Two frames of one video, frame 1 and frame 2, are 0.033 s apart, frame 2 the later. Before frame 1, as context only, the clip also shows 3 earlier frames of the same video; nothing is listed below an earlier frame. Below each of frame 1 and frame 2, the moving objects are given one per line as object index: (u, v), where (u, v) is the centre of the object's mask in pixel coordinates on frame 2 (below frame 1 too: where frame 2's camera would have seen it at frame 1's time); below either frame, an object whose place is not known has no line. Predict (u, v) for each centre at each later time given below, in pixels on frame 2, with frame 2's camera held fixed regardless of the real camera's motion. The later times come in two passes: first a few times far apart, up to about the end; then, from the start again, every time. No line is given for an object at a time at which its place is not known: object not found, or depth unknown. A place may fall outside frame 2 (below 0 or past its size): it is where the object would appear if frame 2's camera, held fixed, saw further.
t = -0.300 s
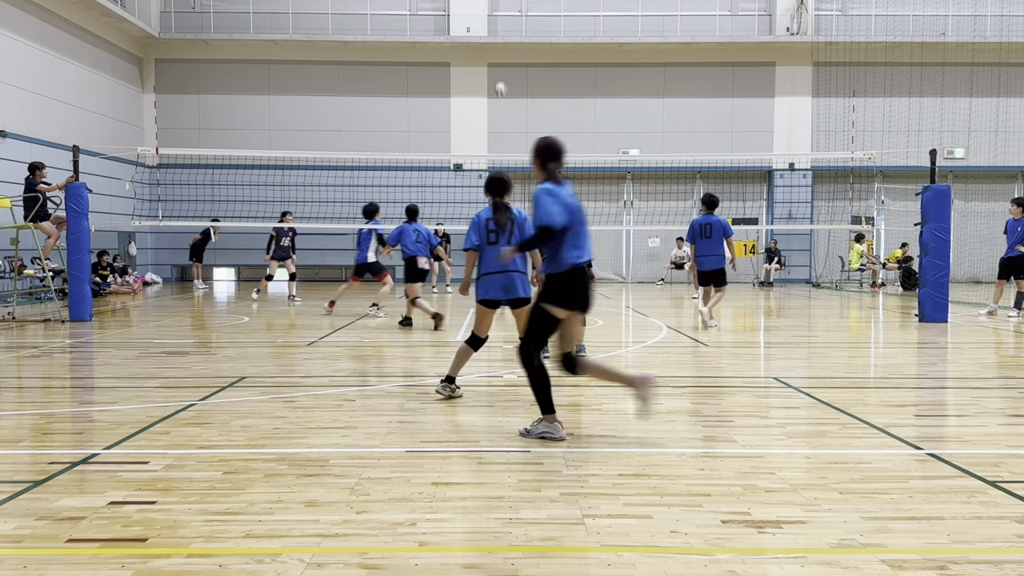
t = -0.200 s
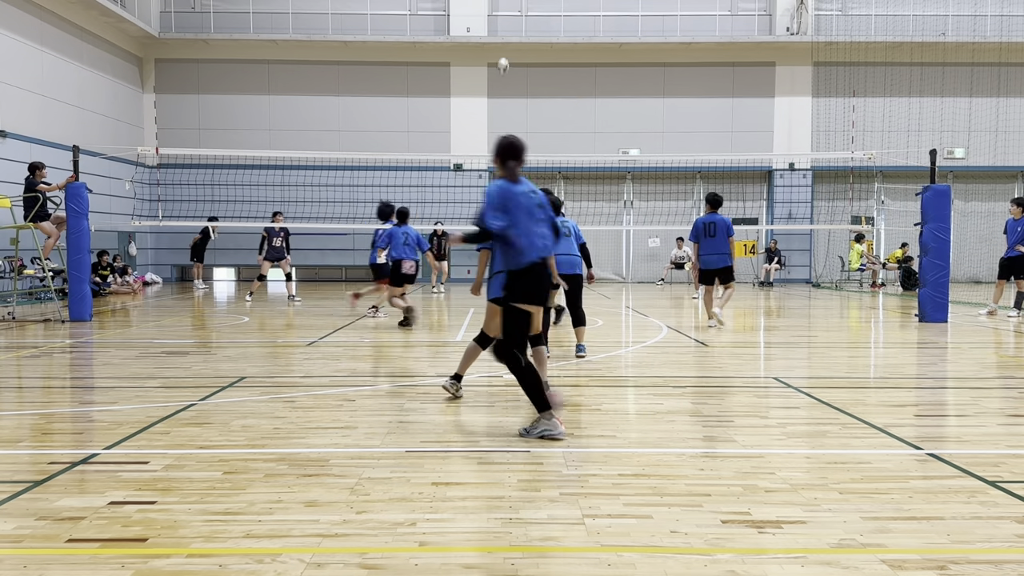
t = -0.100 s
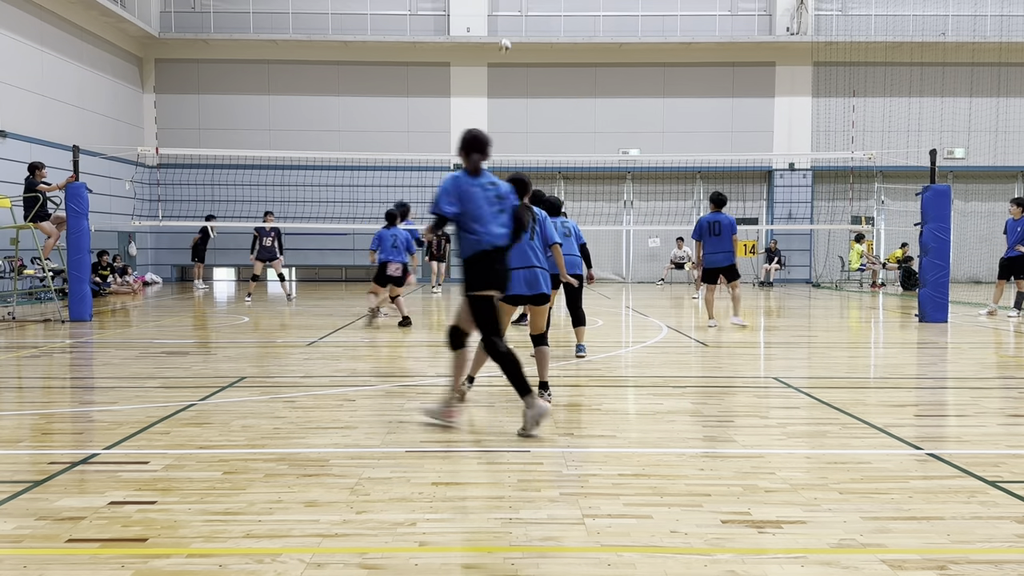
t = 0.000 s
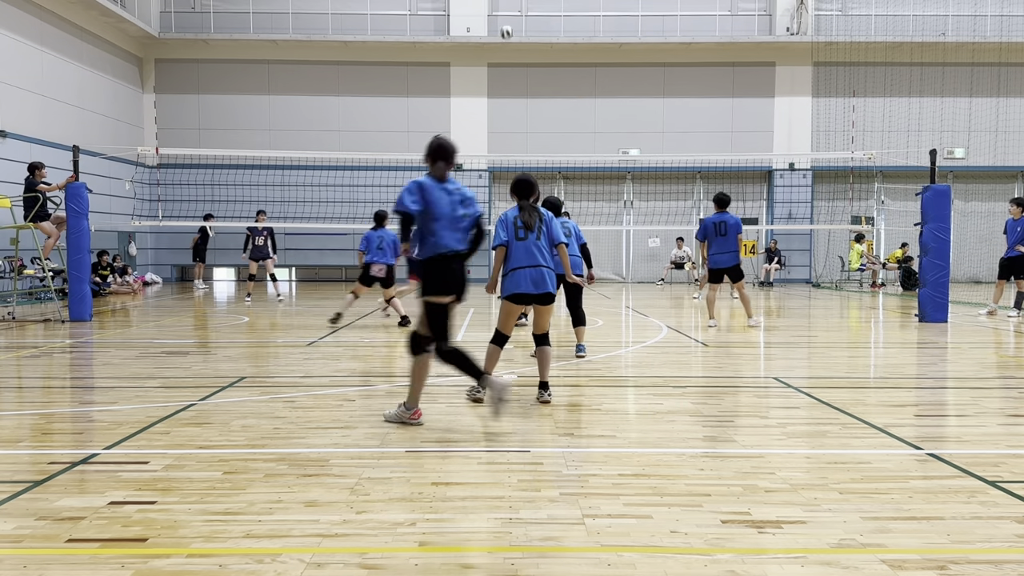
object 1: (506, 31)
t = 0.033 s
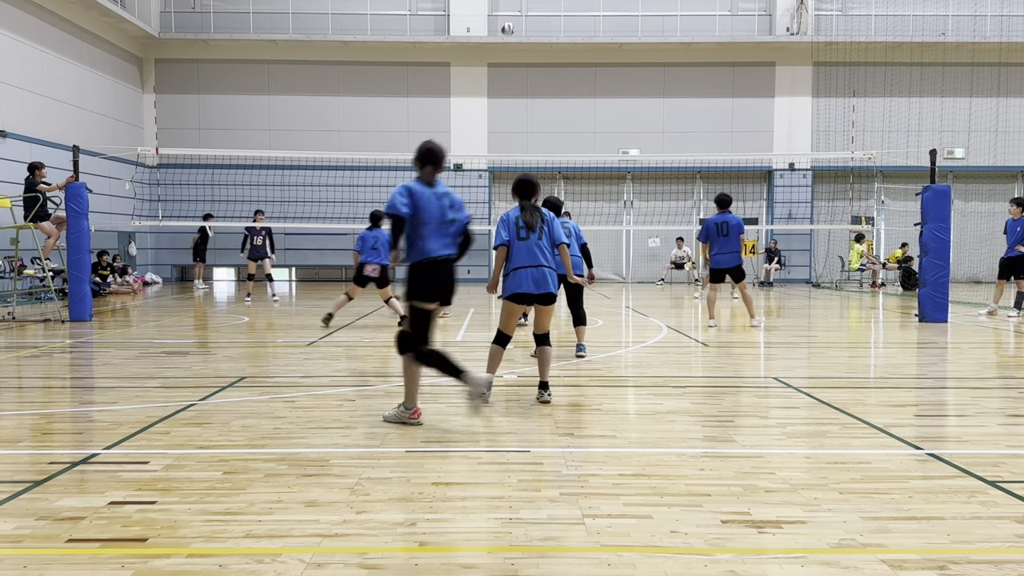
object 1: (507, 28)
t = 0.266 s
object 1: (513, 25)
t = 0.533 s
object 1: (519, 62)
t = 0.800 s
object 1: (524, 148)
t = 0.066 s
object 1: (508, 26)
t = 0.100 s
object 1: (509, 23)
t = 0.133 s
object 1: (510, 23)
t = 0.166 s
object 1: (510, 22)
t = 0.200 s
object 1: (511, 22)
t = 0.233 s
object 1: (512, 23)
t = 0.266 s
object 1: (513, 25)
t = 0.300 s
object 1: (513, 26)
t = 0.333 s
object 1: (514, 30)
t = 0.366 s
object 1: (515, 33)
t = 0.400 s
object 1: (515, 38)
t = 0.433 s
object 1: (517, 42)
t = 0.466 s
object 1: (517, 49)
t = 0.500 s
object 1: (518, 56)
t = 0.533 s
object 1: (519, 62)
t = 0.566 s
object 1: (520, 70)
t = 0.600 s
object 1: (521, 78)
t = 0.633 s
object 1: (521, 89)
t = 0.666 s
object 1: (521, 99)
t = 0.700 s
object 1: (522, 111)
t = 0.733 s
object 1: (523, 123)
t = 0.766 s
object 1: (524, 135)
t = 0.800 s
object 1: (524, 148)
